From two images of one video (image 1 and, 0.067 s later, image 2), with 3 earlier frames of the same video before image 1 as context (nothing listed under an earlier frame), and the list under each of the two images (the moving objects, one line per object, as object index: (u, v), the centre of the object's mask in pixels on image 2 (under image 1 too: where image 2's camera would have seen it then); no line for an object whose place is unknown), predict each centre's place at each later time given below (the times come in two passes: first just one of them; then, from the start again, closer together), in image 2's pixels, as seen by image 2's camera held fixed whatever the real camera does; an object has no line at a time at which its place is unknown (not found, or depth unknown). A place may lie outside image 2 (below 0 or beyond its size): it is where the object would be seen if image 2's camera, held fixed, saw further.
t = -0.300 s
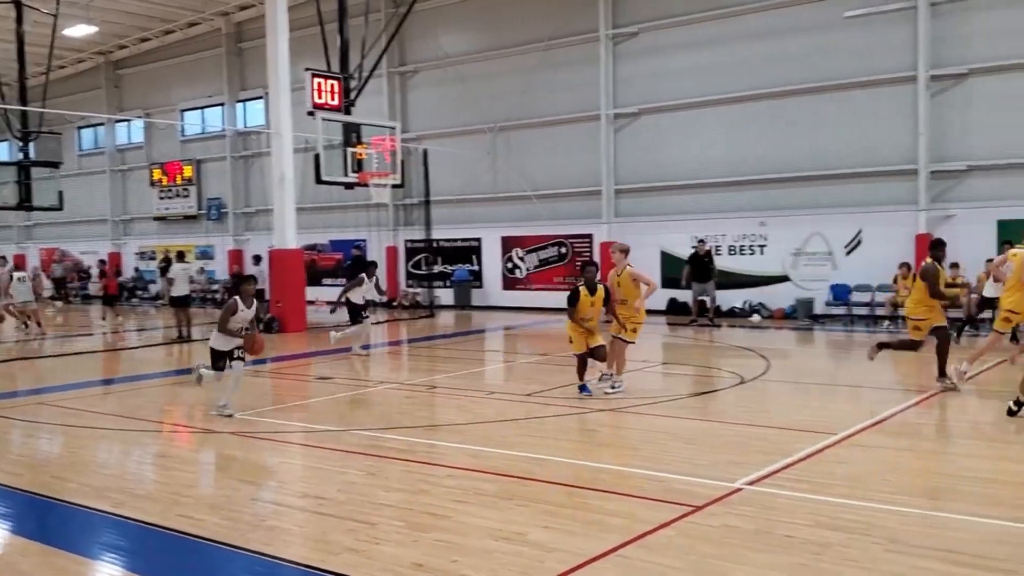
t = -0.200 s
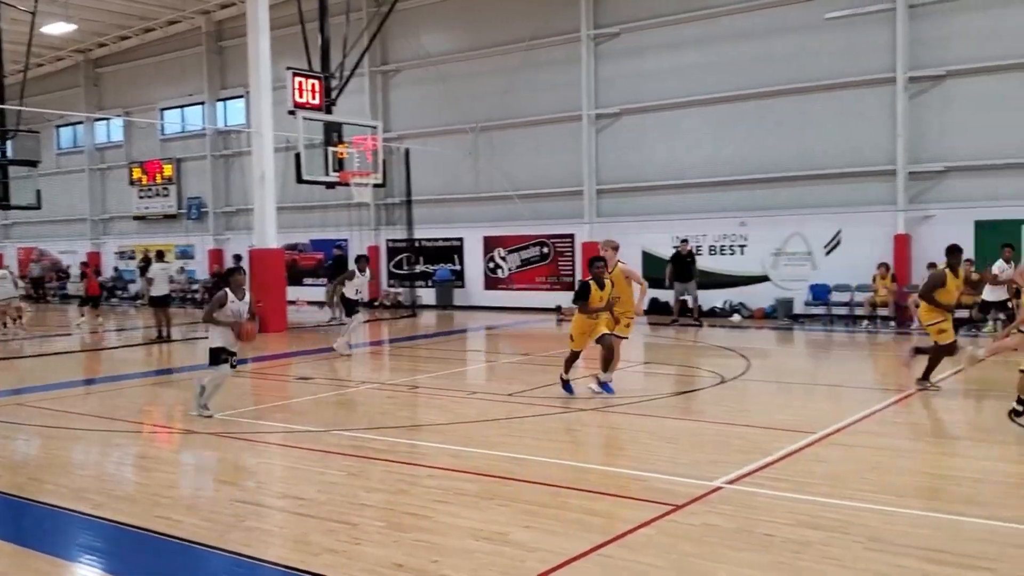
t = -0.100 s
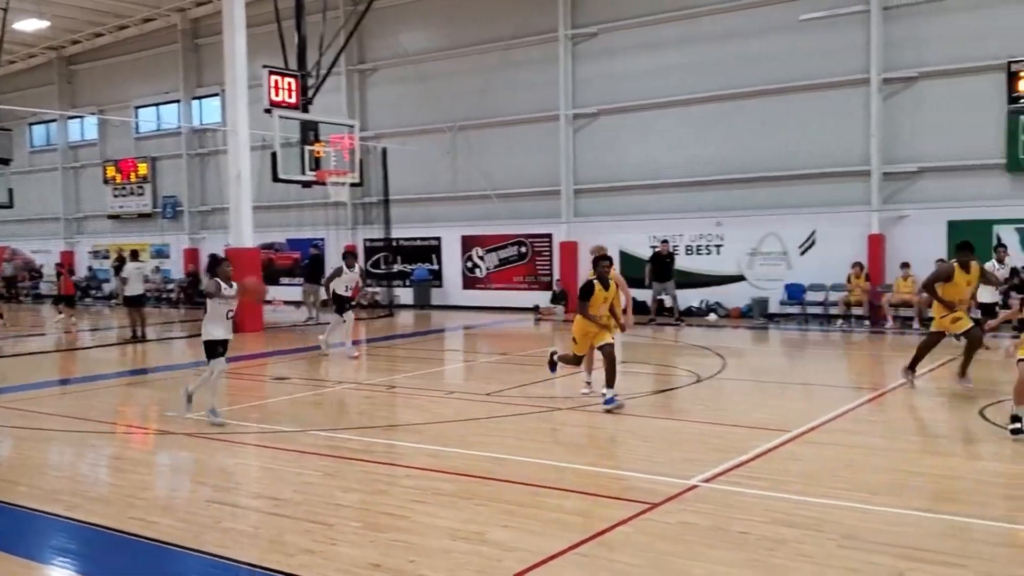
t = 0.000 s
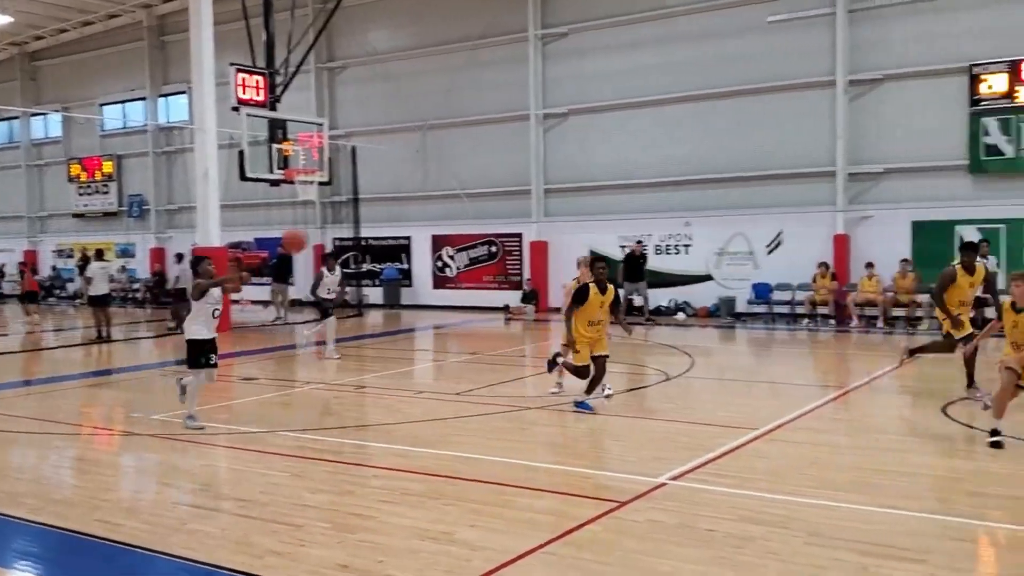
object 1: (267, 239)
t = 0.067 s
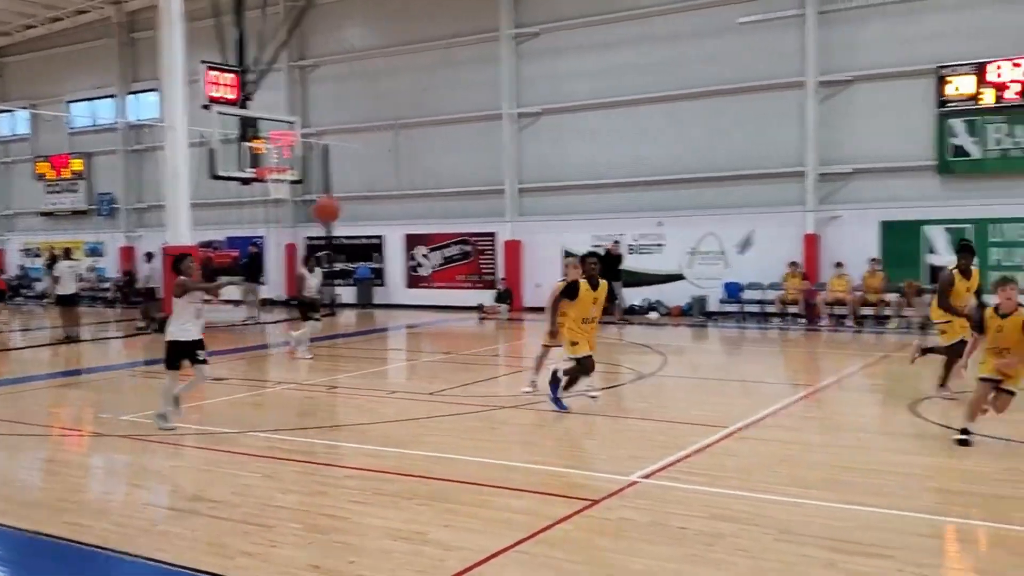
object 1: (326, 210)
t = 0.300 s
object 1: (604, 107)
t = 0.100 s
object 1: (359, 193)
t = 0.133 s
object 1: (394, 179)
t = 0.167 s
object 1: (431, 164)
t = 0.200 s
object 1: (470, 150)
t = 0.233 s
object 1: (512, 135)
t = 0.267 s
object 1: (557, 120)
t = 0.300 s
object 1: (604, 107)
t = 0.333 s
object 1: (655, 93)
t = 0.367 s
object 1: (711, 79)
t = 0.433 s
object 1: (837, 51)
